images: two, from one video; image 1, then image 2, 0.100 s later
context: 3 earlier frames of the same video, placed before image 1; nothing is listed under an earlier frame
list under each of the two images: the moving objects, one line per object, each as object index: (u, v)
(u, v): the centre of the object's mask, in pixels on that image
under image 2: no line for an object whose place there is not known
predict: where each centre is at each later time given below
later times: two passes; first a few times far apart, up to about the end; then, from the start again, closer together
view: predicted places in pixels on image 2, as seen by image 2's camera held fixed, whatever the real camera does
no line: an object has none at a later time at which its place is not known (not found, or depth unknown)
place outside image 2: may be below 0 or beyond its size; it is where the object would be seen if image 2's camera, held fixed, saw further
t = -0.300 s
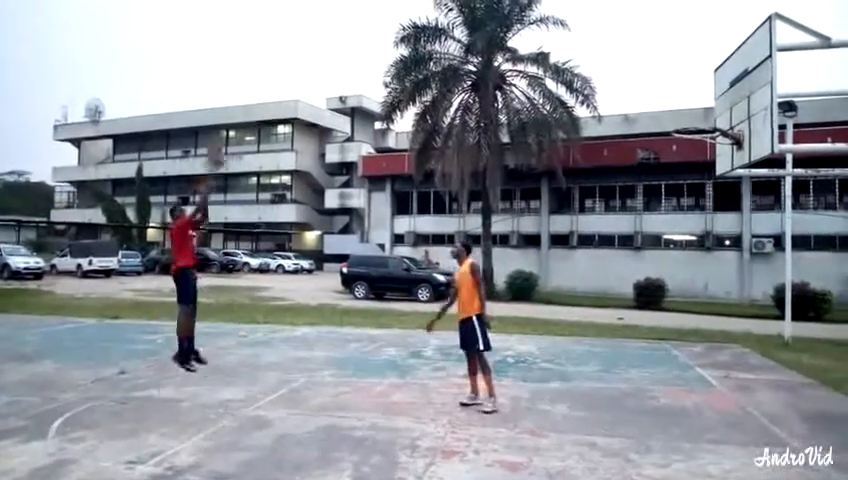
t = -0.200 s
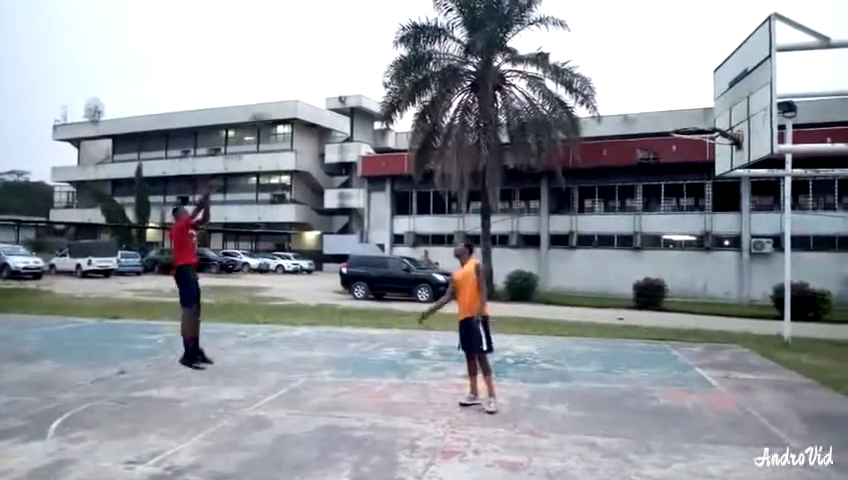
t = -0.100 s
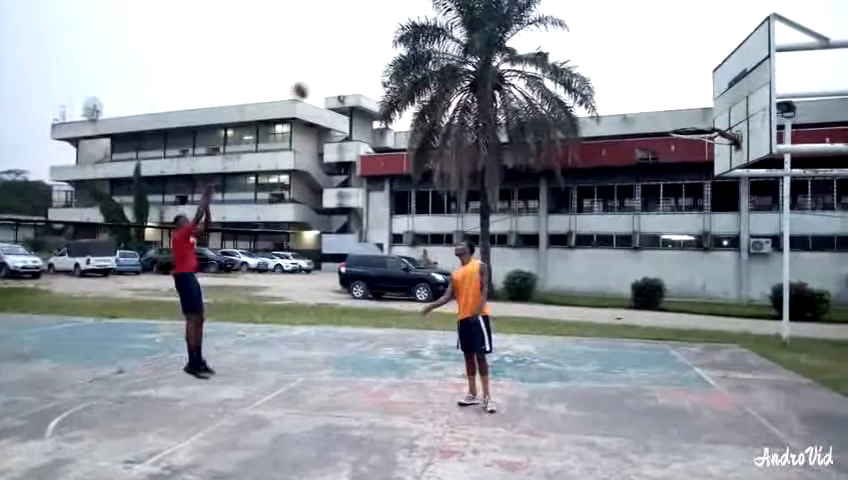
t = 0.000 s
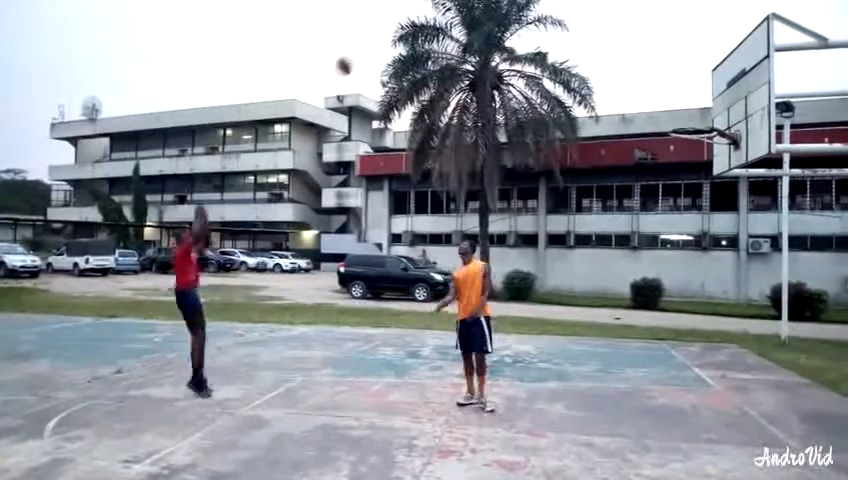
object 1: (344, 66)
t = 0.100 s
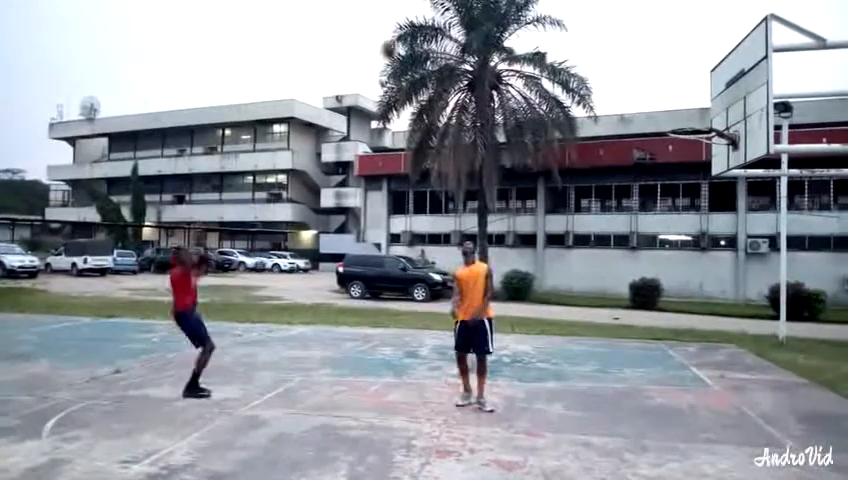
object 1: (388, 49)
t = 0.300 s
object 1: (483, 40)
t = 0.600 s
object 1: (643, 98)
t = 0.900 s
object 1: (698, 82)
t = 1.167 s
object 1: (640, 88)
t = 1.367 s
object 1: (595, 135)
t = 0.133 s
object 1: (408, 42)
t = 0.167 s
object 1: (422, 39)
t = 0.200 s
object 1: (436, 40)
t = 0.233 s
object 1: (455, 40)
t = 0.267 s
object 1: (473, 39)
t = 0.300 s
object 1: (483, 40)
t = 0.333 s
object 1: (495, 40)
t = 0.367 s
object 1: (519, 44)
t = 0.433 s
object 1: (554, 55)
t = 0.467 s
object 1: (572, 61)
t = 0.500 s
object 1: (588, 69)
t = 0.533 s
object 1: (607, 78)
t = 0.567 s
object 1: (625, 88)
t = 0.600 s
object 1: (643, 98)
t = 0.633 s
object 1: (662, 112)
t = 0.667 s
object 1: (680, 120)
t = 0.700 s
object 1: (691, 118)
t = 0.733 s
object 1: (701, 112)
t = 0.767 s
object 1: (711, 105)
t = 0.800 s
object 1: (720, 99)
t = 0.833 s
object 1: (713, 92)
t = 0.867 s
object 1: (706, 87)
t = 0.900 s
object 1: (698, 82)
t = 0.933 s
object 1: (691, 79)
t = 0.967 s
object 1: (684, 77)
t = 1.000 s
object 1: (677, 76)
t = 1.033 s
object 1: (670, 76)
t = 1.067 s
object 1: (662, 78)
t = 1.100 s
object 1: (655, 81)
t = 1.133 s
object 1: (648, 84)
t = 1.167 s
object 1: (640, 88)
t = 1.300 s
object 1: (610, 118)
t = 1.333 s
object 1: (603, 127)
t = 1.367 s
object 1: (595, 135)
